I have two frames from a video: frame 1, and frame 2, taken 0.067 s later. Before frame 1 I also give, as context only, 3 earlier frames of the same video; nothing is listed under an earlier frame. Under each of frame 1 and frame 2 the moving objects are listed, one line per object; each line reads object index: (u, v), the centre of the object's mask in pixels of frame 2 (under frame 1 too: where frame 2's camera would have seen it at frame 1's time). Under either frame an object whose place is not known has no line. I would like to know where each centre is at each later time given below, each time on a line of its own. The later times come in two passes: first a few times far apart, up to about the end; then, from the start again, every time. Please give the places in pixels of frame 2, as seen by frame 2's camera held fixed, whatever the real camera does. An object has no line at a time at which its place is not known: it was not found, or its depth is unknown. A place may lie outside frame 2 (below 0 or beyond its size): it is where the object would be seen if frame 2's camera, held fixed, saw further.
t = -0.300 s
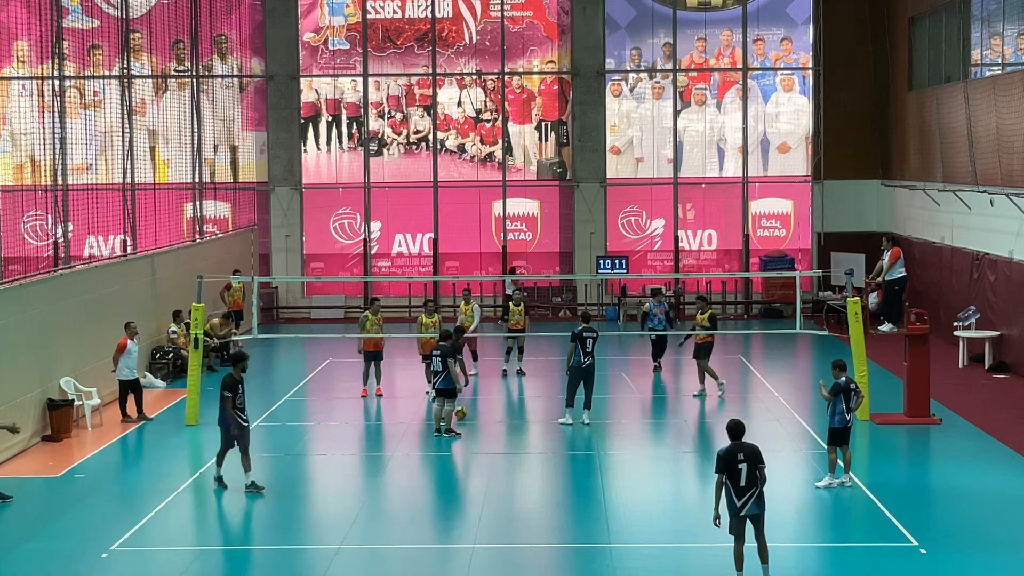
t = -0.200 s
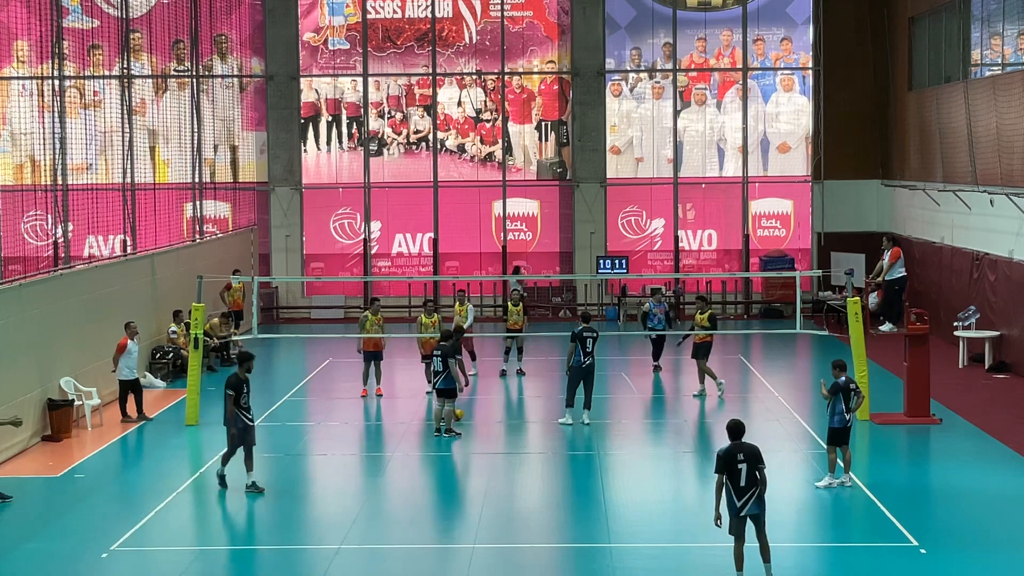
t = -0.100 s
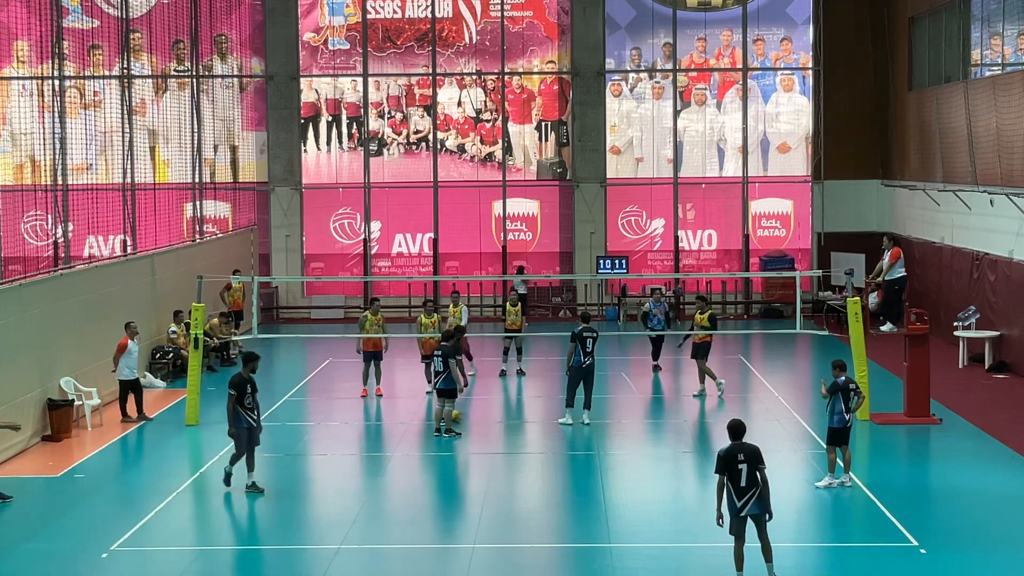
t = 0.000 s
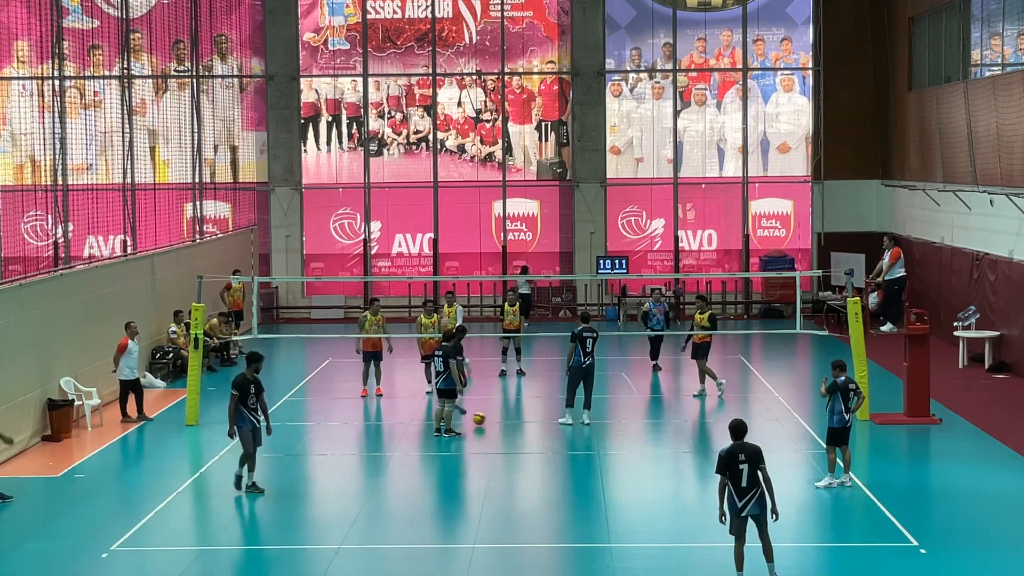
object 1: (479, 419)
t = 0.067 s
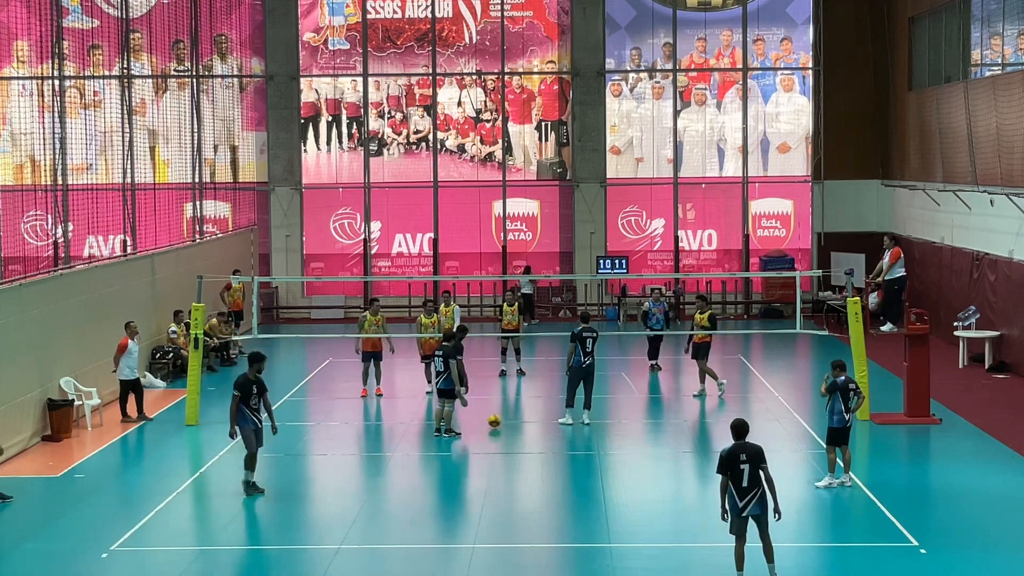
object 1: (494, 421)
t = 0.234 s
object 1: (528, 425)
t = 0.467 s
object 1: (569, 432)
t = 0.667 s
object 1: (603, 438)
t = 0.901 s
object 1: (645, 444)
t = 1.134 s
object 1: (687, 451)
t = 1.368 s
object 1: (732, 459)
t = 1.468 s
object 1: (751, 461)
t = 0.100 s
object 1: (501, 422)
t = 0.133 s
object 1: (508, 423)
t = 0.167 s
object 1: (516, 424)
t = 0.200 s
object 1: (521, 425)
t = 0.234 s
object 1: (528, 425)
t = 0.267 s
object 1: (534, 428)
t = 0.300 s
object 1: (540, 428)
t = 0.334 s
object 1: (546, 429)
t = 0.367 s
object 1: (551, 430)
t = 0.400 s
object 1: (557, 431)
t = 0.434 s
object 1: (563, 432)
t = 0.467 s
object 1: (569, 432)
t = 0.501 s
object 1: (574, 433)
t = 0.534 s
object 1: (580, 434)
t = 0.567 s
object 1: (586, 435)
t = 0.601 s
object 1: (592, 436)
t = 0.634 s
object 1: (598, 437)
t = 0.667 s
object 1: (603, 438)
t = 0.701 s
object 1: (610, 439)
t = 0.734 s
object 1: (615, 440)
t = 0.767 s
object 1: (621, 441)
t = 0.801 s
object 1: (627, 442)
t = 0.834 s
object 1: (633, 443)
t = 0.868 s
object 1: (639, 444)
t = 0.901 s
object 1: (645, 444)
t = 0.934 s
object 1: (651, 445)
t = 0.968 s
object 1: (657, 446)
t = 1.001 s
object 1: (663, 448)
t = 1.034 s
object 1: (669, 448)
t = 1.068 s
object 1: (675, 449)
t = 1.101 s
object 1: (681, 450)
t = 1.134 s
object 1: (687, 451)
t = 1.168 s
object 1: (693, 452)
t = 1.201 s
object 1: (700, 453)
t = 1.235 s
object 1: (706, 454)
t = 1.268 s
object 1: (712, 456)
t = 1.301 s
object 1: (719, 455)
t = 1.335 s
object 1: (725, 457)
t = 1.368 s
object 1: (732, 459)
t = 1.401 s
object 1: (737, 459)
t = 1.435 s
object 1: (744, 460)
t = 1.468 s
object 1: (751, 461)
